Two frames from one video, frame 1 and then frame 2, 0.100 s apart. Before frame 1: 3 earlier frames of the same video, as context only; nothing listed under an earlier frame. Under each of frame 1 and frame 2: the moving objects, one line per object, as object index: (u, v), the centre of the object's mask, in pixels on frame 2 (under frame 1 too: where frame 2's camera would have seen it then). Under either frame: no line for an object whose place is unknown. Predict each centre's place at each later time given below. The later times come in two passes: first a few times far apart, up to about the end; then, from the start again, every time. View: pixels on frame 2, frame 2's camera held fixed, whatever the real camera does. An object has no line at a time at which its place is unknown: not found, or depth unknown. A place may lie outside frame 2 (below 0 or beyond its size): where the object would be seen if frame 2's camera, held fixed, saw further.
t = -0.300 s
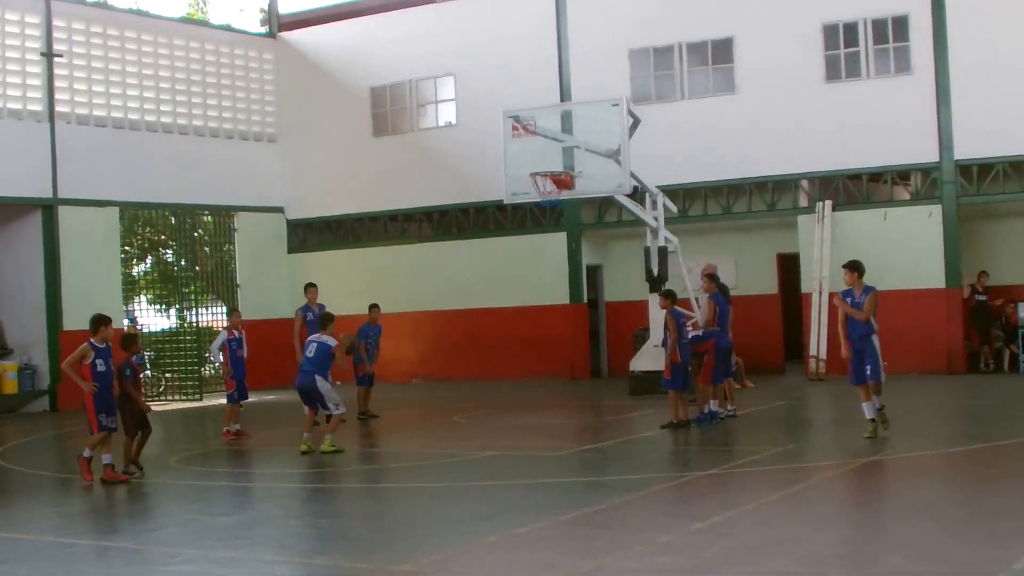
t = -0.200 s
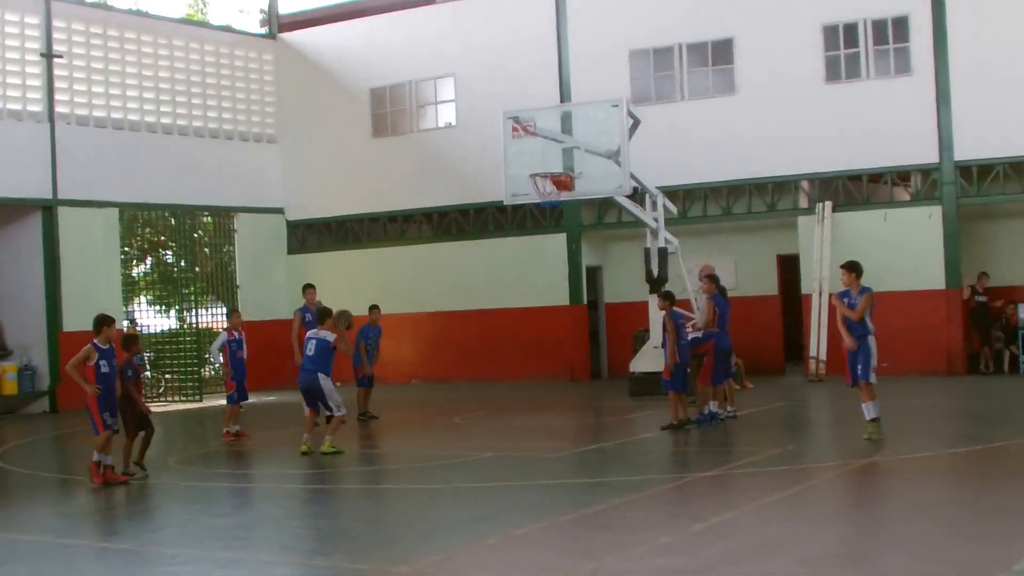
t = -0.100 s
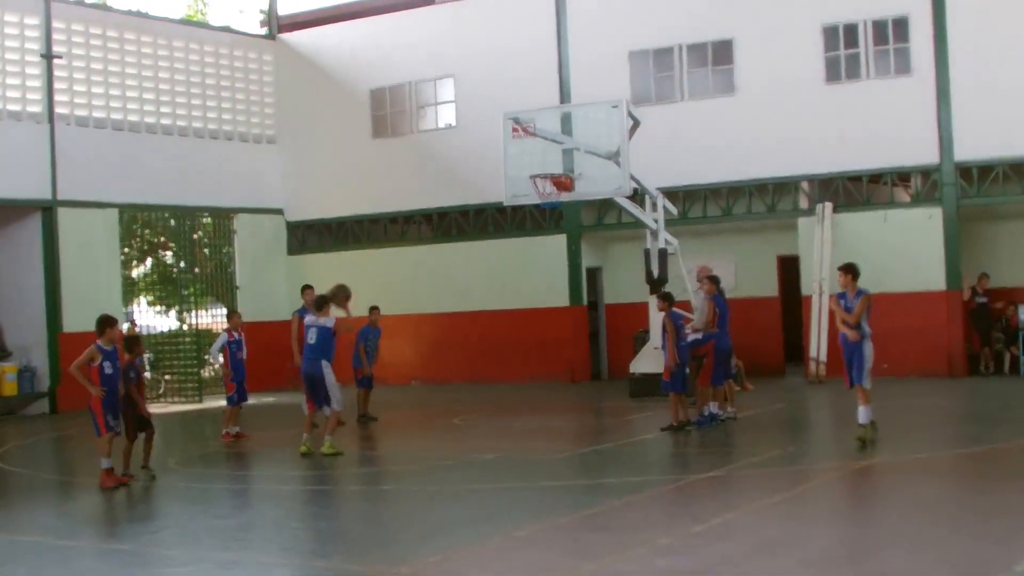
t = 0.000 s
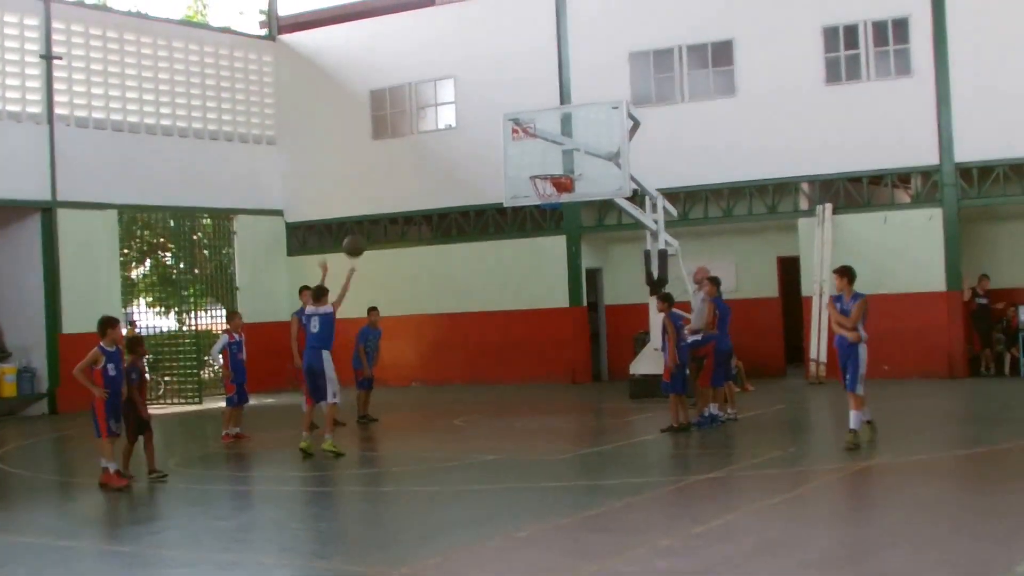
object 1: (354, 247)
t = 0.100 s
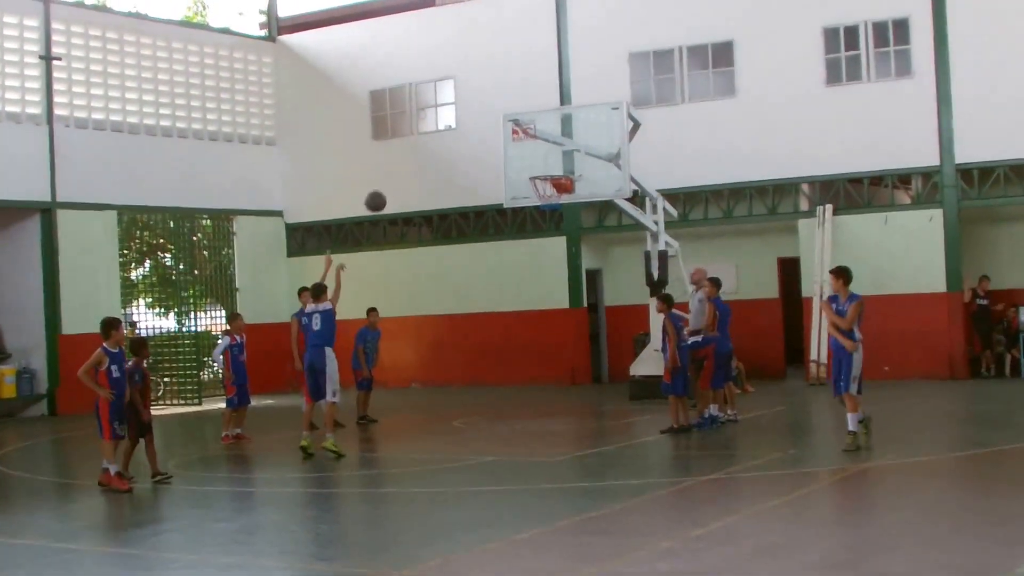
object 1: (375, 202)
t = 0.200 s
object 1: (396, 166)
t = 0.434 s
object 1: (444, 119)
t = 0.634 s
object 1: (482, 117)
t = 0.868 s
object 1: (525, 154)
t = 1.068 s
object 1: (558, 171)
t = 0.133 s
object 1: (382, 188)
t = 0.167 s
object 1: (389, 176)
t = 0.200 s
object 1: (396, 166)
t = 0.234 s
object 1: (404, 156)
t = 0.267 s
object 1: (410, 147)
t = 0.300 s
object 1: (417, 140)
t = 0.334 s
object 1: (423, 133)
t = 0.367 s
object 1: (430, 127)
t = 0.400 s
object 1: (437, 123)
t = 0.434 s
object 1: (444, 119)
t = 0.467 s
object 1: (450, 116)
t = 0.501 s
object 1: (457, 114)
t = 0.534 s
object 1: (463, 114)
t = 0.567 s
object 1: (470, 114)
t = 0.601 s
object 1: (476, 115)
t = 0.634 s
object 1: (482, 117)
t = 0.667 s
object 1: (489, 120)
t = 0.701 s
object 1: (494, 124)
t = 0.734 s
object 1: (501, 128)
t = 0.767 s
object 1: (507, 133)
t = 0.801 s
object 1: (513, 140)
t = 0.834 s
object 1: (519, 147)
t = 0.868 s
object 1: (525, 154)
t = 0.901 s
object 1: (531, 163)
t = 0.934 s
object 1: (538, 171)
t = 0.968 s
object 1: (545, 173)
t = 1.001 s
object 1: (552, 174)
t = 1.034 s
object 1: (556, 173)
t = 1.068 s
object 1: (558, 171)
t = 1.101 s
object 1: (554, 167)
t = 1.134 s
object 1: (551, 164)
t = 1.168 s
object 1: (548, 161)
